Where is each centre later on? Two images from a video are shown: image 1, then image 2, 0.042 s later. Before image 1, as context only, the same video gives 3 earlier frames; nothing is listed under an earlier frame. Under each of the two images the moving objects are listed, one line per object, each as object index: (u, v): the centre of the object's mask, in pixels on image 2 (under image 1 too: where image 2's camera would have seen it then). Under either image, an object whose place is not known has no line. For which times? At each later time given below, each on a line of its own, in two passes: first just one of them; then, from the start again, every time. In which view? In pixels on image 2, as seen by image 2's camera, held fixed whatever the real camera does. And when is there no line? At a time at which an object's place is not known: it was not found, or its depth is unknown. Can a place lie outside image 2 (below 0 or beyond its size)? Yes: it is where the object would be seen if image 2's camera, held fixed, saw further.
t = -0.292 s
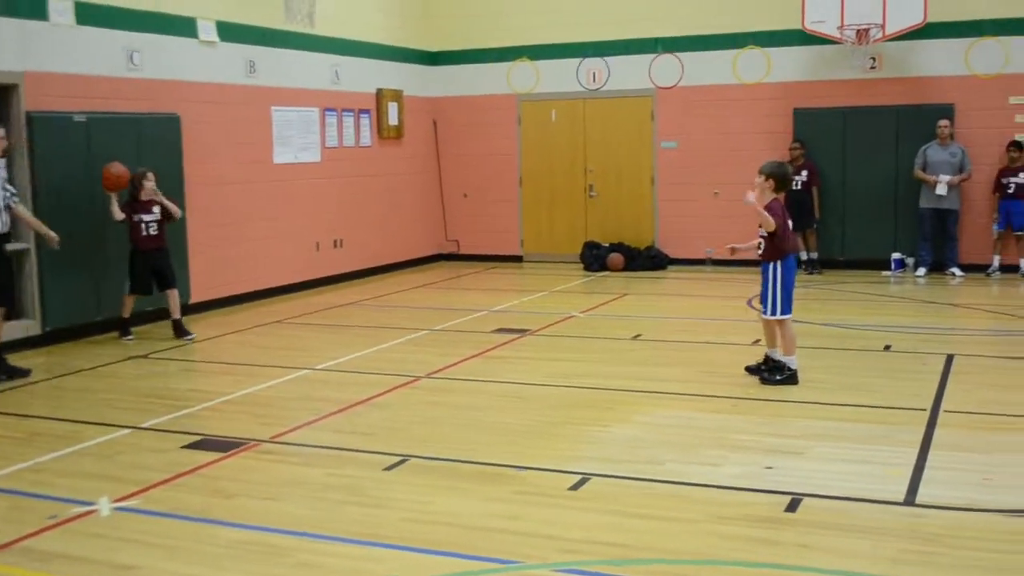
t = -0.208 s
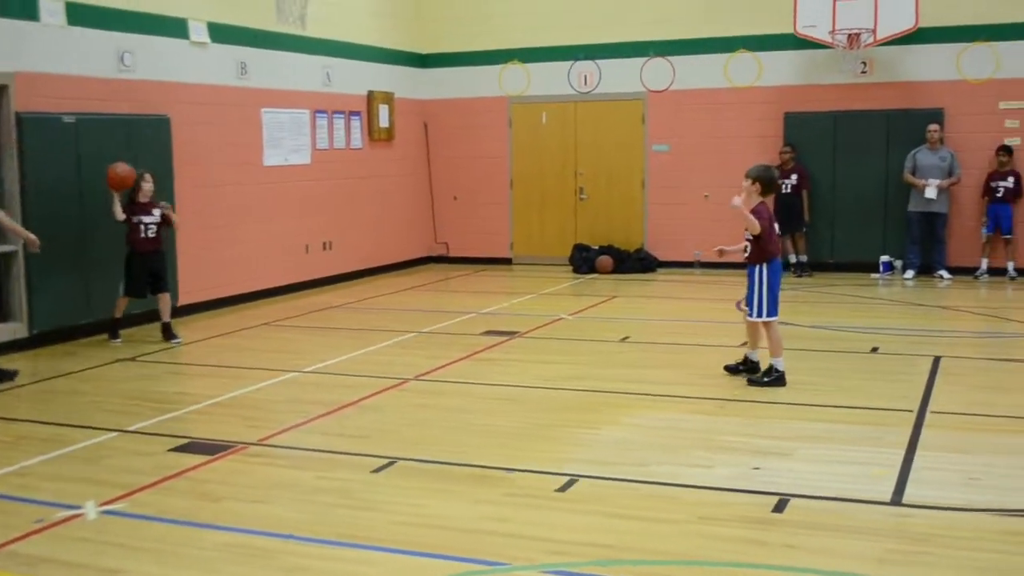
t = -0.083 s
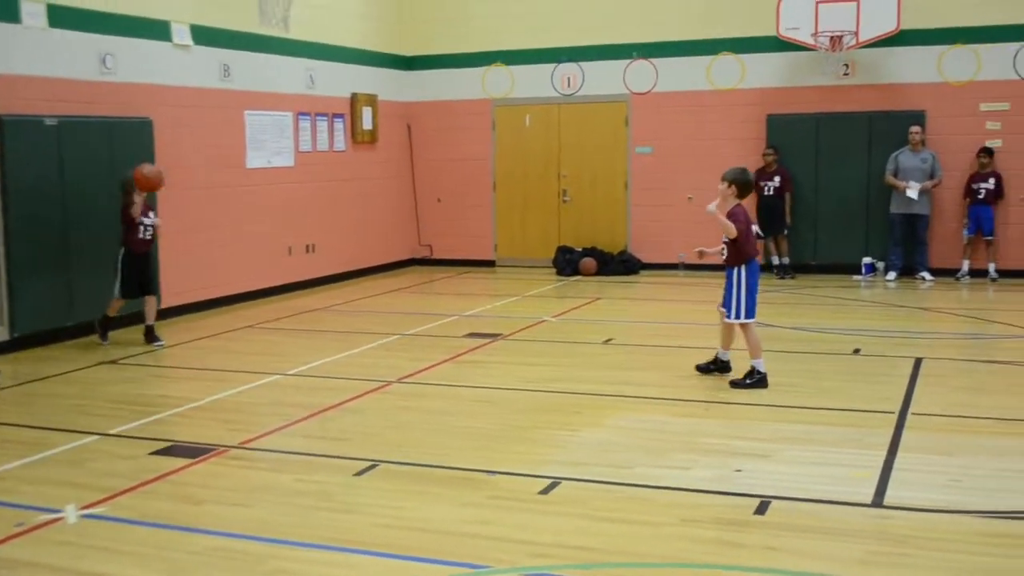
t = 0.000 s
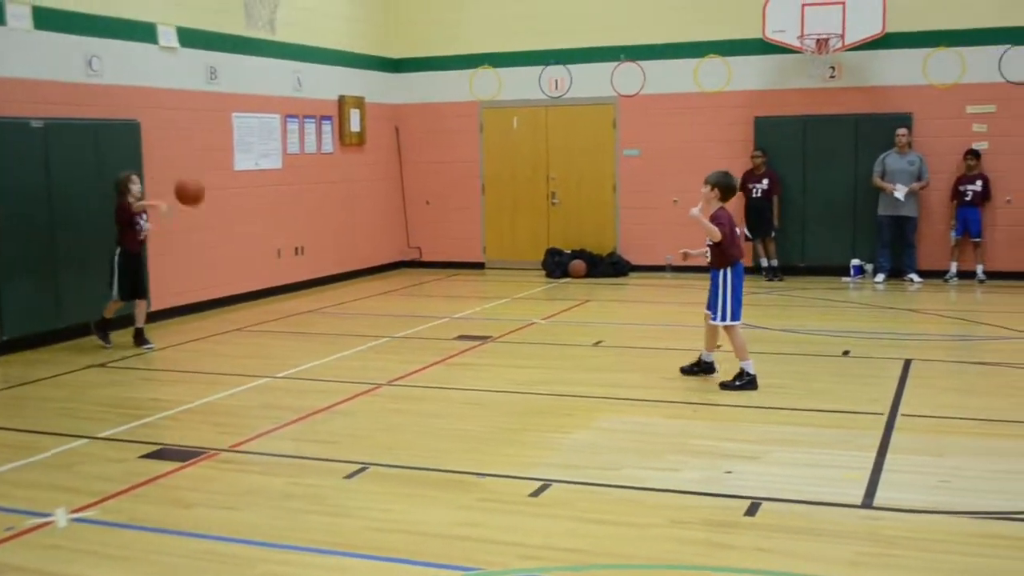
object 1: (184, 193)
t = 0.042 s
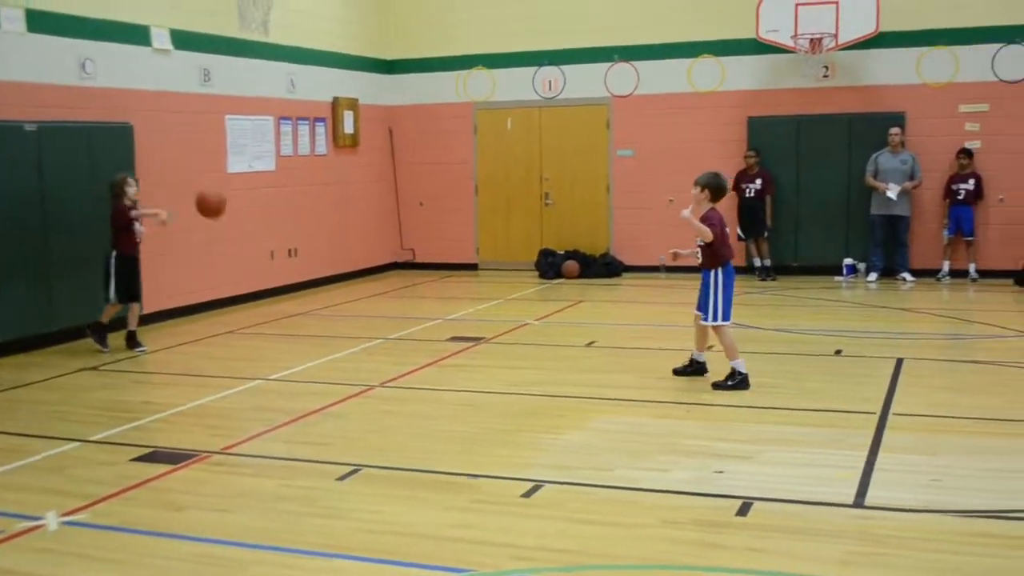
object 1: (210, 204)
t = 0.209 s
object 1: (325, 268)
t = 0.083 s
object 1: (238, 218)
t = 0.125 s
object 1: (267, 229)
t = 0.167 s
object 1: (296, 247)
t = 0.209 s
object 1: (325, 268)
